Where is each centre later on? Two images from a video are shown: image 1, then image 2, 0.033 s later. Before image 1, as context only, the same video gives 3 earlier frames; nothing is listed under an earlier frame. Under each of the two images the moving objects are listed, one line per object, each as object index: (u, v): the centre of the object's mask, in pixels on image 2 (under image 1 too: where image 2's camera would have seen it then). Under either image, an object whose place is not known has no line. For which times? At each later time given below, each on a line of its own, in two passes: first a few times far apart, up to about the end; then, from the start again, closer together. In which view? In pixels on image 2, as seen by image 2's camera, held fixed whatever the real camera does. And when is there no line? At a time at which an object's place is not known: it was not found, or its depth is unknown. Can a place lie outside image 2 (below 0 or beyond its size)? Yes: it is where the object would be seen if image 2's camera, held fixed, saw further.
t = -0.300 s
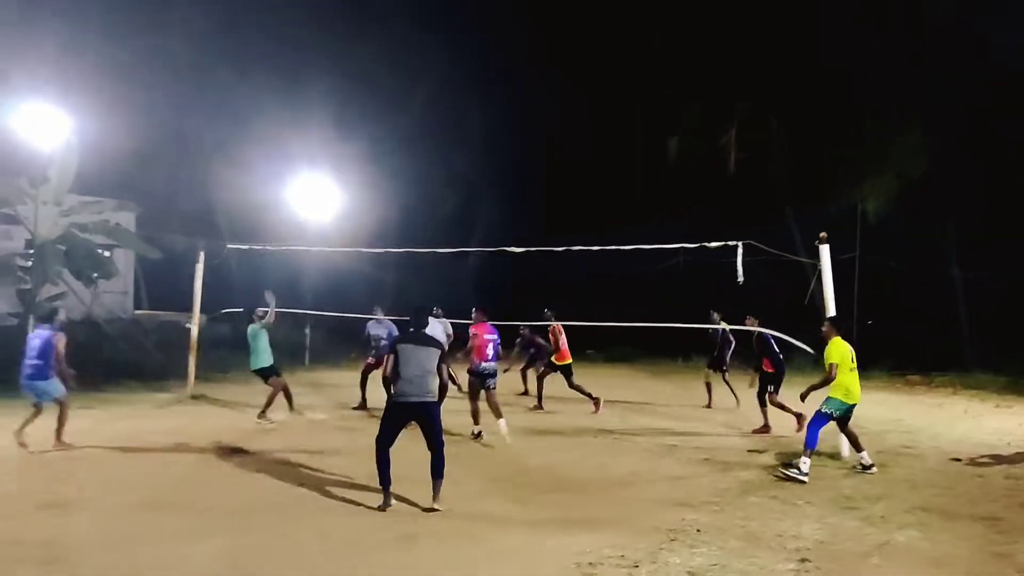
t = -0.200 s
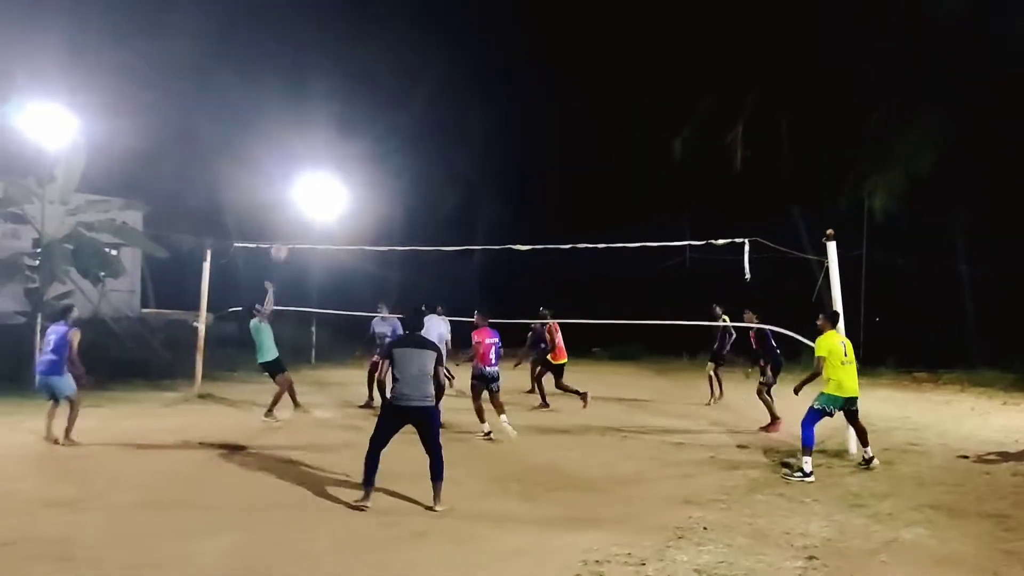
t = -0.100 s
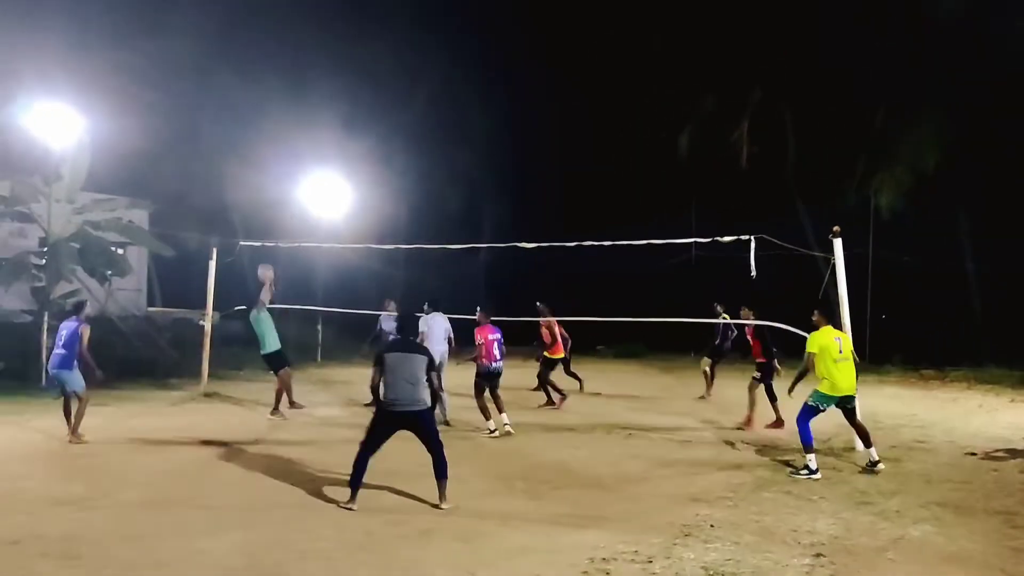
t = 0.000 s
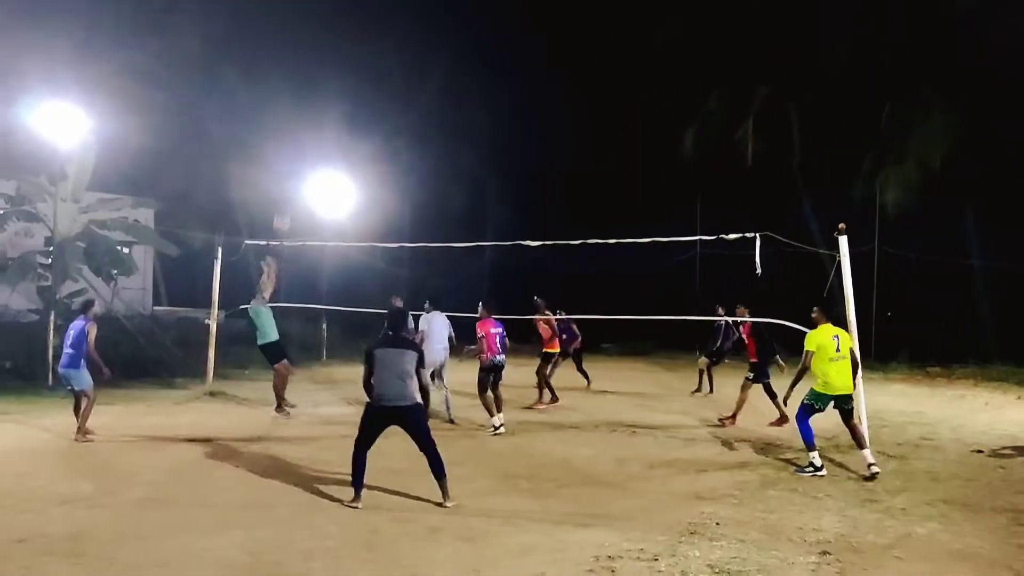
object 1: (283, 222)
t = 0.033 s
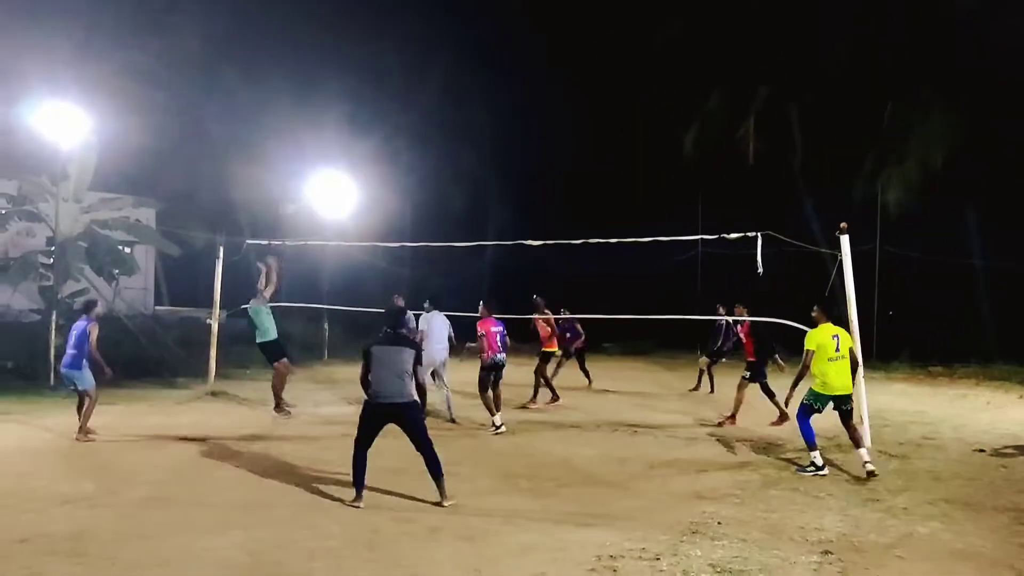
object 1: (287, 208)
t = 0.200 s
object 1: (307, 141)
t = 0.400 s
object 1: (327, 90)
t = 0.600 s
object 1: (348, 63)
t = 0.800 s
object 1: (368, 67)
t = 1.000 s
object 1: (387, 101)
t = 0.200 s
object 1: (307, 141)
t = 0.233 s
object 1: (310, 131)
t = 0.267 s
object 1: (314, 121)
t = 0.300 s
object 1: (317, 112)
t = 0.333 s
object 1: (321, 103)
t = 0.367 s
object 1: (324, 97)
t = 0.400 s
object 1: (327, 90)
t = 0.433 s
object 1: (330, 84)
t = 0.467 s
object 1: (334, 78)
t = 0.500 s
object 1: (337, 73)
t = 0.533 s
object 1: (341, 69)
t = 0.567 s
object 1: (344, 66)
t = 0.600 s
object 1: (348, 63)
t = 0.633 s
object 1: (351, 62)
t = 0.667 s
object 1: (354, 61)
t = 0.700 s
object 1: (358, 61)
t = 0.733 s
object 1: (361, 62)
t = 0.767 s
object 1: (364, 64)
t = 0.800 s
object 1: (368, 67)
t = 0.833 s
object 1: (371, 71)
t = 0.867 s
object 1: (374, 75)
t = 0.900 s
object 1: (377, 80)
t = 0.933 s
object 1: (380, 87)
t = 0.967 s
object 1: (384, 93)
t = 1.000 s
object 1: (387, 101)
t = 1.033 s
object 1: (390, 109)
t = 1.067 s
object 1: (393, 119)
